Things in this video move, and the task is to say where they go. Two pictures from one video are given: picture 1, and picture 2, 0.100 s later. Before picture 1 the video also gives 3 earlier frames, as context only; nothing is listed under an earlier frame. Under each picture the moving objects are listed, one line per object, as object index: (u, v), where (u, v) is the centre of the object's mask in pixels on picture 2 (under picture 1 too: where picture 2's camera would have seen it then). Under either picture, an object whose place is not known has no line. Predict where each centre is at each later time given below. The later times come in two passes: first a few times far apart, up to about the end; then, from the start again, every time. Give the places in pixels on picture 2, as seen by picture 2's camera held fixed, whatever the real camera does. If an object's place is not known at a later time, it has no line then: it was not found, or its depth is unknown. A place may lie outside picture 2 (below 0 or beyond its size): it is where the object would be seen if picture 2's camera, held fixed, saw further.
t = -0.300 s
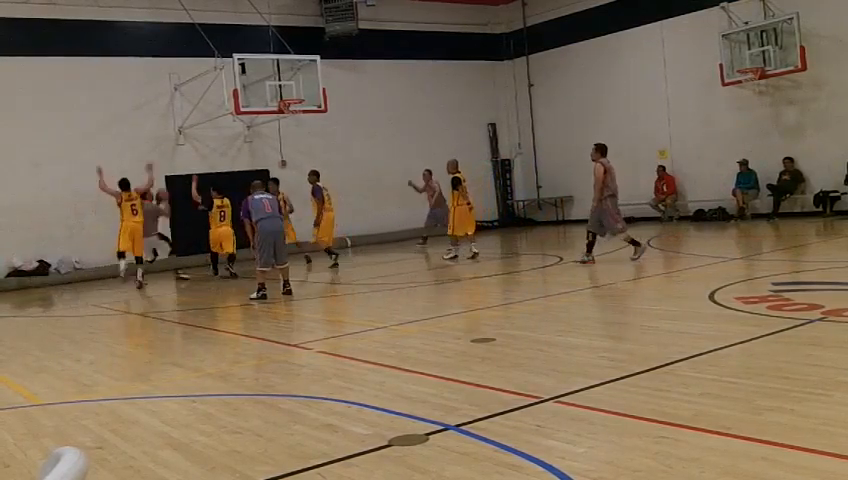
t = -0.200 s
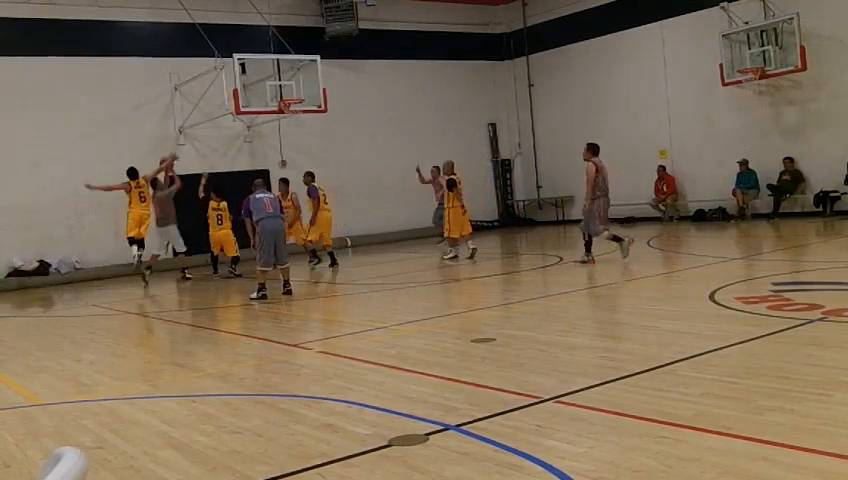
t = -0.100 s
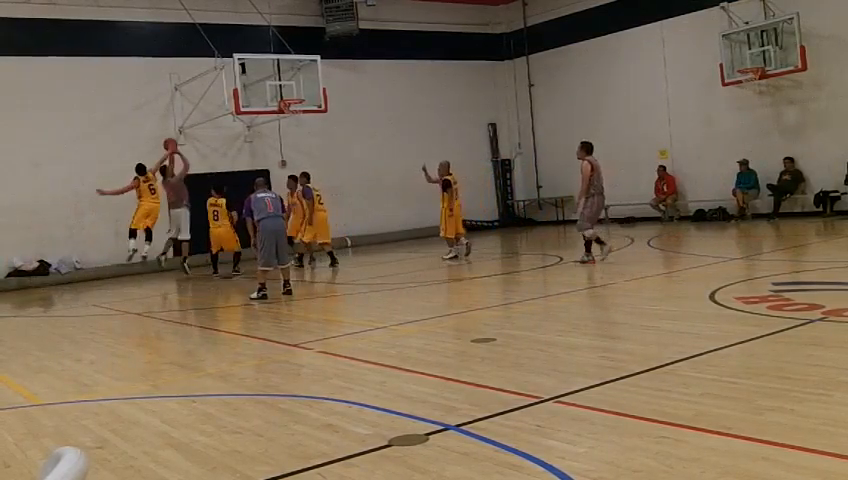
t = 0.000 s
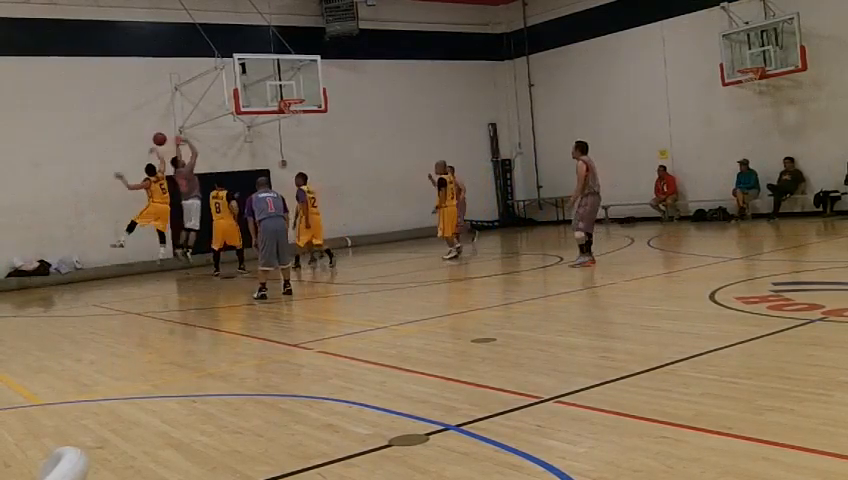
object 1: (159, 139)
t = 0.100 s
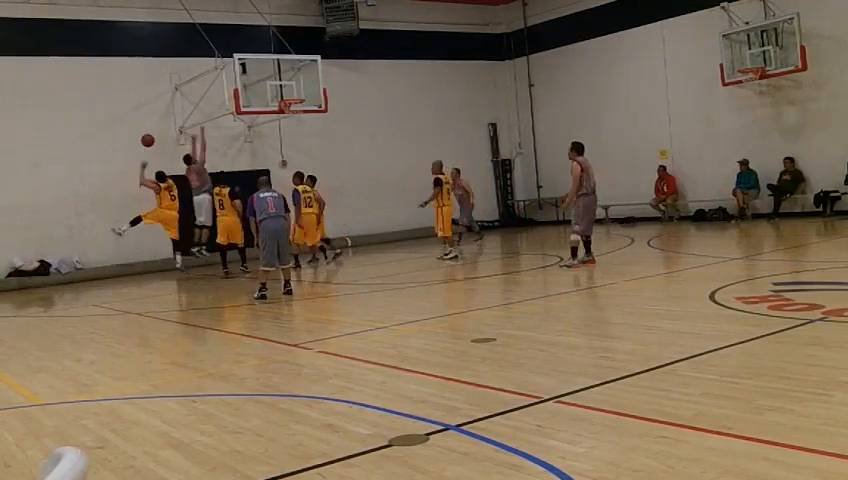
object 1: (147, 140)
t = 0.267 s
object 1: (129, 154)
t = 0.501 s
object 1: (110, 194)
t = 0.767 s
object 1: (96, 257)
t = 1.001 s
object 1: (90, 251)
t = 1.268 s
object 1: (85, 235)
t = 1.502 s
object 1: (84, 253)
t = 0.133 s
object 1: (143, 142)
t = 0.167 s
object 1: (140, 144)
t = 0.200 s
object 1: (136, 146)
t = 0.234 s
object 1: (133, 150)
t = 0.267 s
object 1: (129, 154)
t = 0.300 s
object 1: (126, 158)
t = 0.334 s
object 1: (123, 163)
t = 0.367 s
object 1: (120, 168)
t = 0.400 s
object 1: (118, 174)
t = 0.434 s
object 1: (115, 180)
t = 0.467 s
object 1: (112, 187)
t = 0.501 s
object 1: (110, 194)
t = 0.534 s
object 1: (108, 202)
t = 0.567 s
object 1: (106, 210)
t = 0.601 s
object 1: (104, 218)
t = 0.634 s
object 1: (102, 228)
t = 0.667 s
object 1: (100, 237)
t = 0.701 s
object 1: (99, 244)
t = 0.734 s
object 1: (97, 250)
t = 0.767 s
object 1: (96, 257)
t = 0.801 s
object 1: (96, 266)
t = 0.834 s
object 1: (95, 272)
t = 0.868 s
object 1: (94, 272)
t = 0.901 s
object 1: (93, 266)
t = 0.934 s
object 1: (92, 260)
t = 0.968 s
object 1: (91, 256)
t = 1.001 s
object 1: (90, 251)
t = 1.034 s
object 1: (89, 247)
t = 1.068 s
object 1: (88, 244)
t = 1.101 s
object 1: (88, 241)
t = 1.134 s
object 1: (87, 239)
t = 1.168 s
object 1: (86, 237)
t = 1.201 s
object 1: (86, 236)
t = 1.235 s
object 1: (85, 235)
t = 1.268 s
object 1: (85, 235)
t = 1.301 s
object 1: (85, 236)
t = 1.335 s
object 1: (84, 237)
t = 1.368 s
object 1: (84, 239)
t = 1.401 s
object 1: (84, 241)
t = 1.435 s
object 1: (84, 245)
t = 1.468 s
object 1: (84, 249)
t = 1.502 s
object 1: (84, 253)
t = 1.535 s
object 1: (84, 259)
